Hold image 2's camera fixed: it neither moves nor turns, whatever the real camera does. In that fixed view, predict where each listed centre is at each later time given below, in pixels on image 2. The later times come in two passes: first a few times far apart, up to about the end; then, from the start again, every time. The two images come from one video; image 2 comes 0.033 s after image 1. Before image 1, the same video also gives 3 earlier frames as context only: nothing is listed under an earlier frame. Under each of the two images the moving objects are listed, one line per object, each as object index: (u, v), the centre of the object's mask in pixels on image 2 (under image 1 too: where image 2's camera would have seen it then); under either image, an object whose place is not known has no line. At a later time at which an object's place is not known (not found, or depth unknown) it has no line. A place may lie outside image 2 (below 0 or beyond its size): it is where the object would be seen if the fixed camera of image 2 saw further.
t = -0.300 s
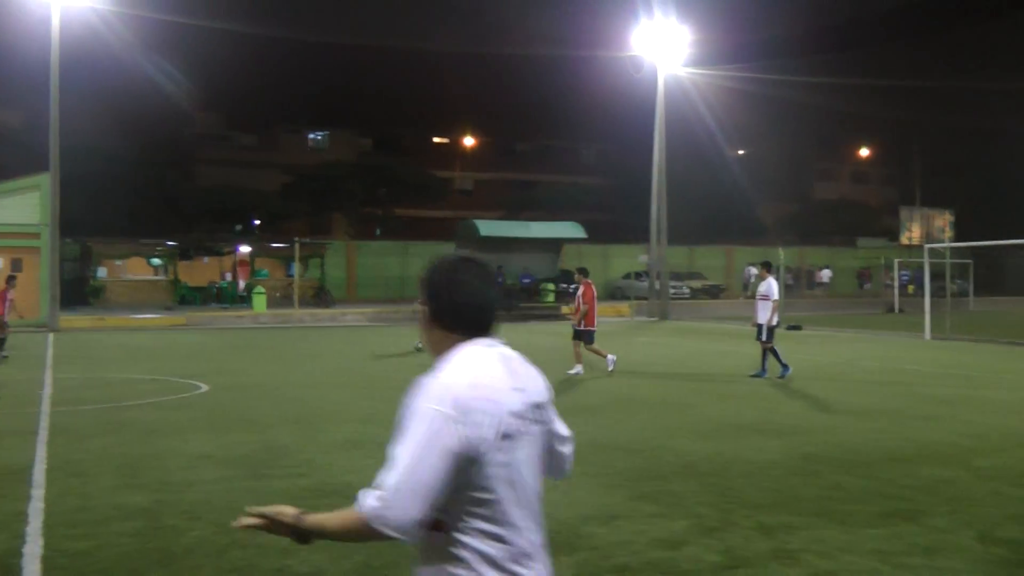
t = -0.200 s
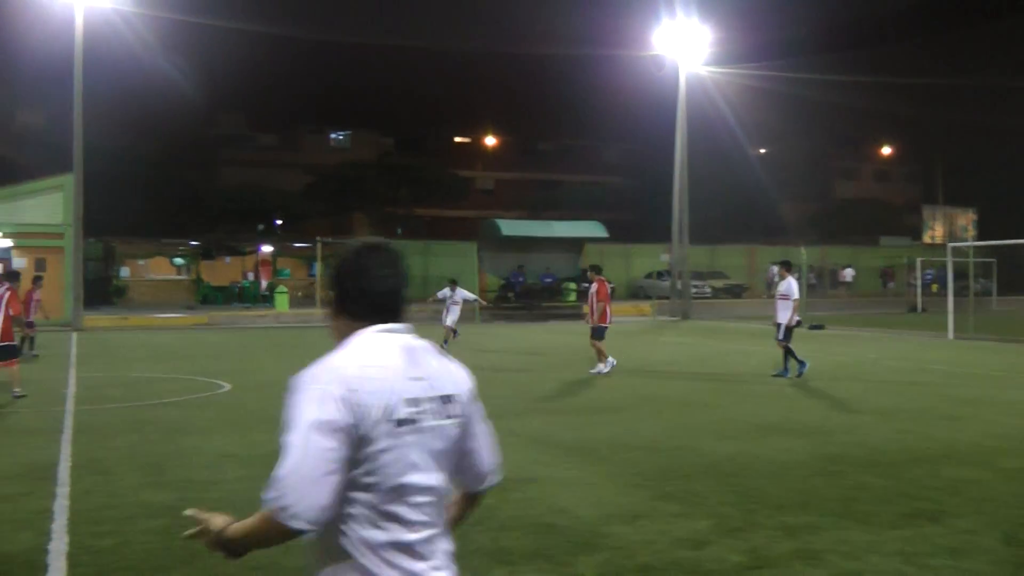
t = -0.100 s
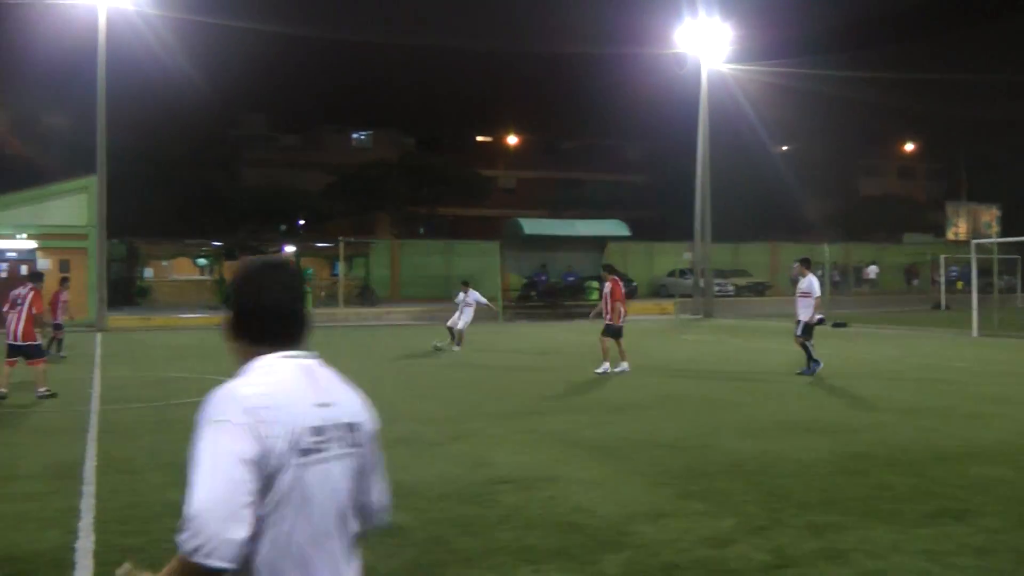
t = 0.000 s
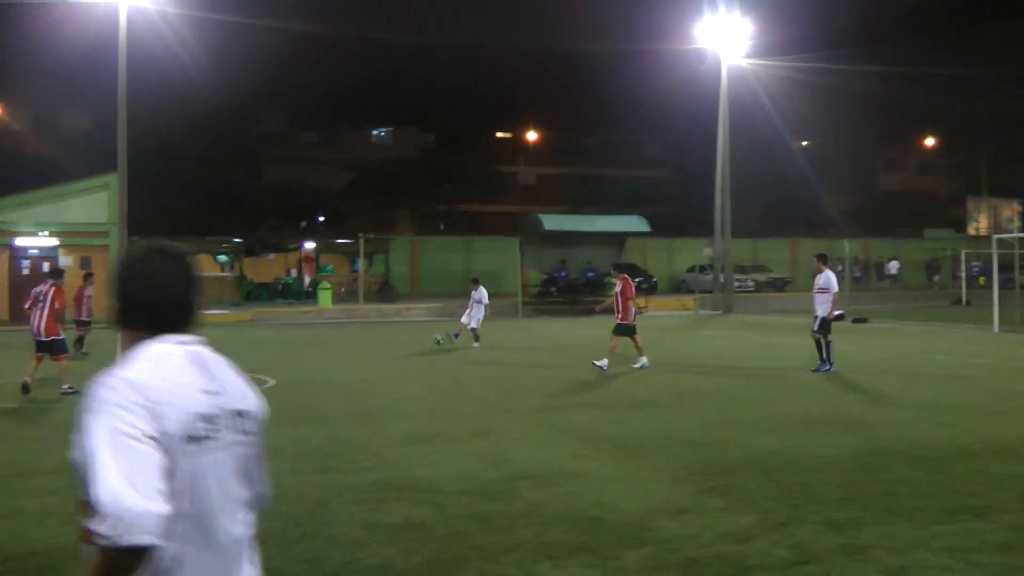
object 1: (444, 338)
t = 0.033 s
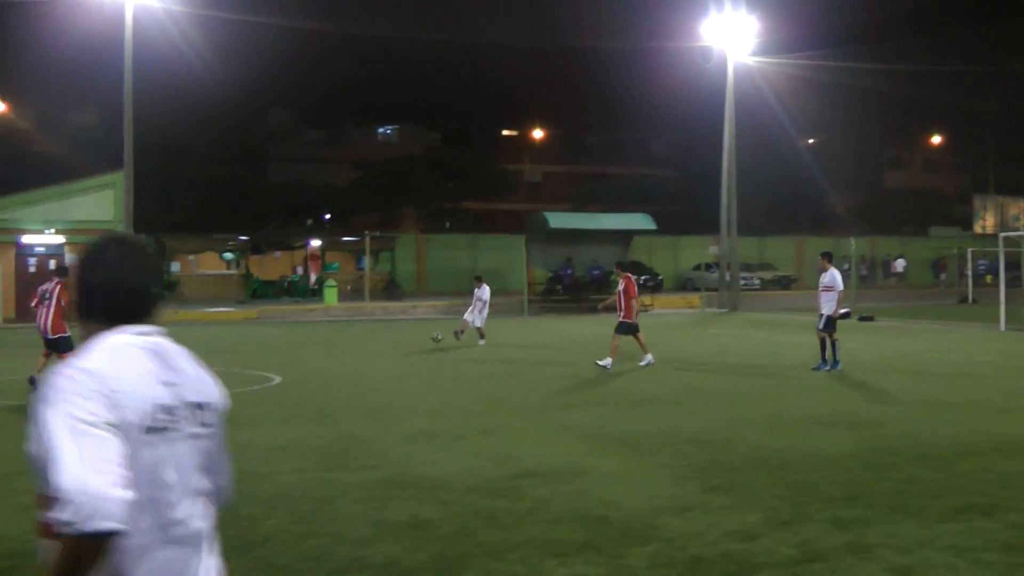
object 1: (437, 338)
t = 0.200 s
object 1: (394, 343)
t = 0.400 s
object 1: (331, 375)
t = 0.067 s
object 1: (429, 337)
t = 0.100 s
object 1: (421, 337)
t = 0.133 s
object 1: (413, 339)
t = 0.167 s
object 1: (404, 340)
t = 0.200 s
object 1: (394, 343)
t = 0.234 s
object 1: (385, 346)
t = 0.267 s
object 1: (375, 350)
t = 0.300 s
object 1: (364, 356)
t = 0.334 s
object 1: (354, 362)
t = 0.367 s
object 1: (342, 370)
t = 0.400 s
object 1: (331, 375)
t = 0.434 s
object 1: (322, 373)
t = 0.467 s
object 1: (313, 371)
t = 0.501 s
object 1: (304, 371)
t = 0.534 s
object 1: (296, 370)
